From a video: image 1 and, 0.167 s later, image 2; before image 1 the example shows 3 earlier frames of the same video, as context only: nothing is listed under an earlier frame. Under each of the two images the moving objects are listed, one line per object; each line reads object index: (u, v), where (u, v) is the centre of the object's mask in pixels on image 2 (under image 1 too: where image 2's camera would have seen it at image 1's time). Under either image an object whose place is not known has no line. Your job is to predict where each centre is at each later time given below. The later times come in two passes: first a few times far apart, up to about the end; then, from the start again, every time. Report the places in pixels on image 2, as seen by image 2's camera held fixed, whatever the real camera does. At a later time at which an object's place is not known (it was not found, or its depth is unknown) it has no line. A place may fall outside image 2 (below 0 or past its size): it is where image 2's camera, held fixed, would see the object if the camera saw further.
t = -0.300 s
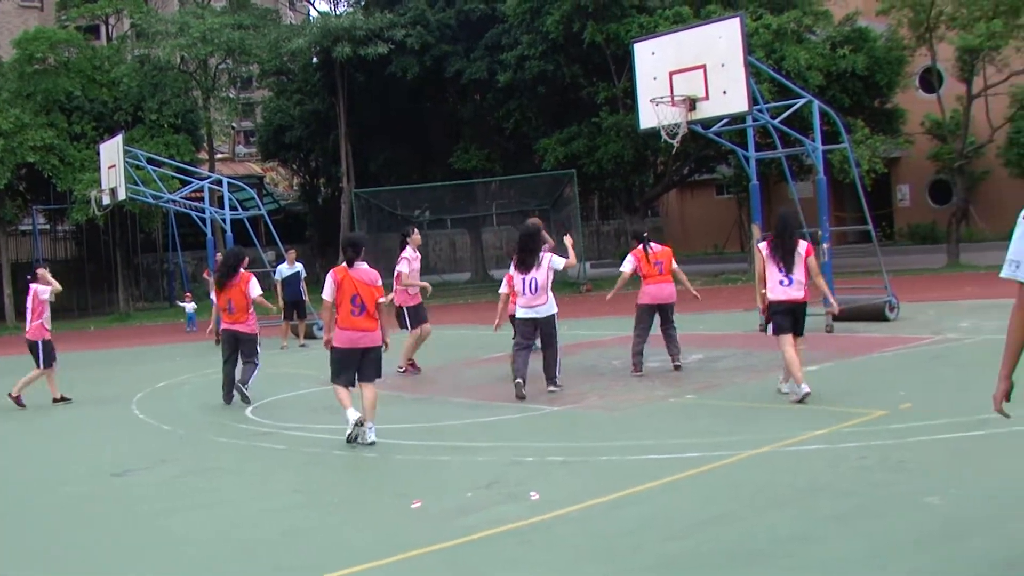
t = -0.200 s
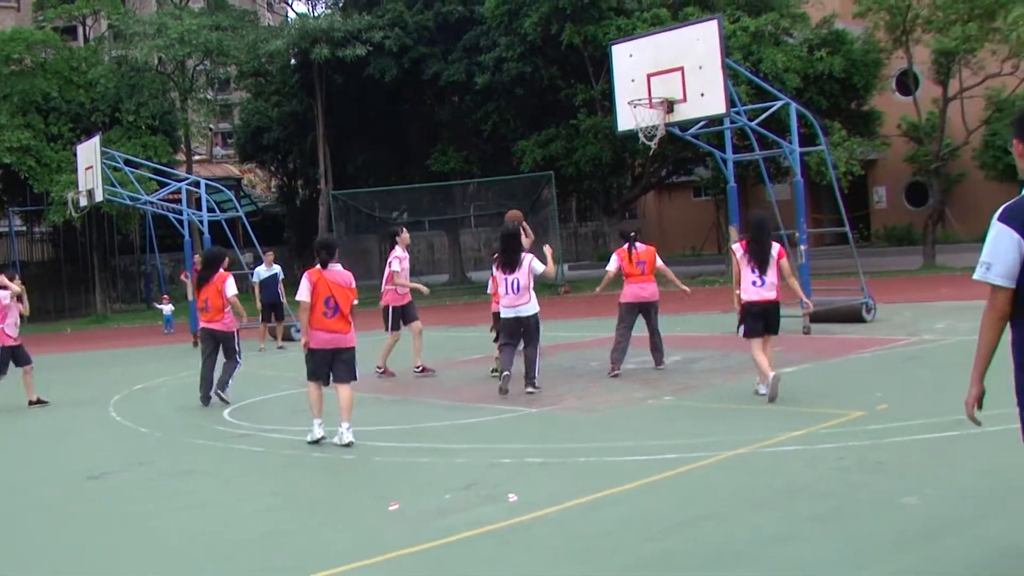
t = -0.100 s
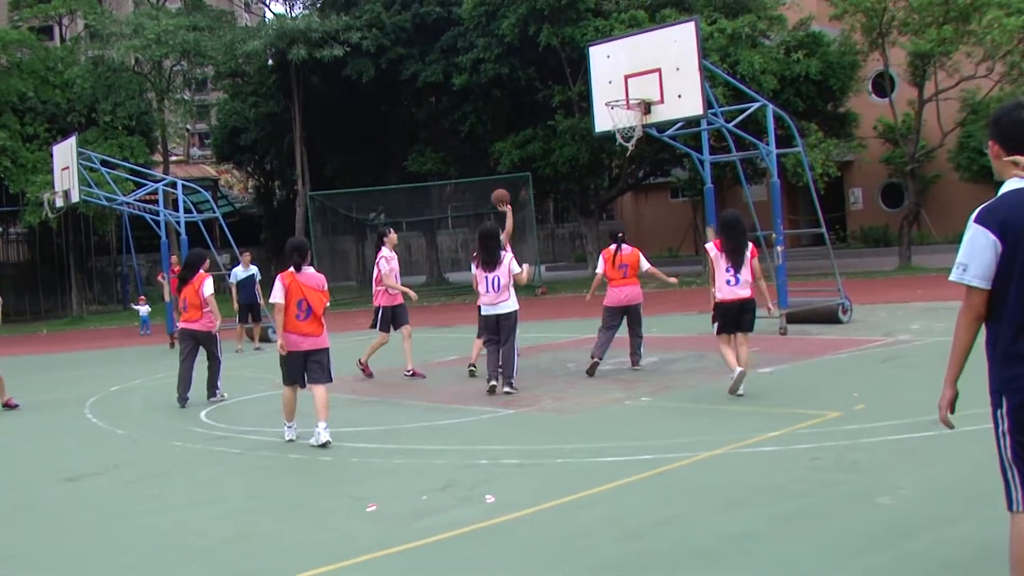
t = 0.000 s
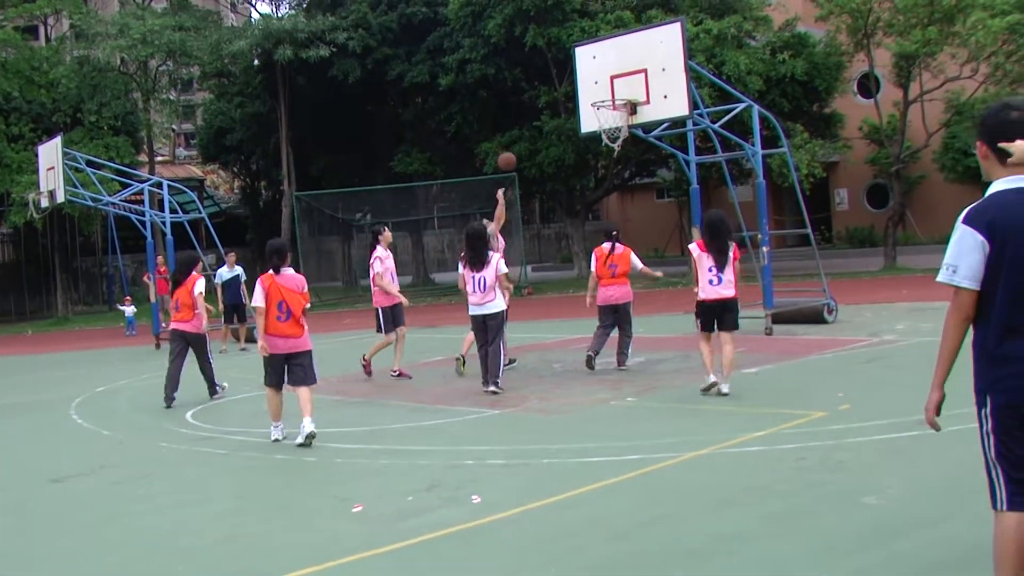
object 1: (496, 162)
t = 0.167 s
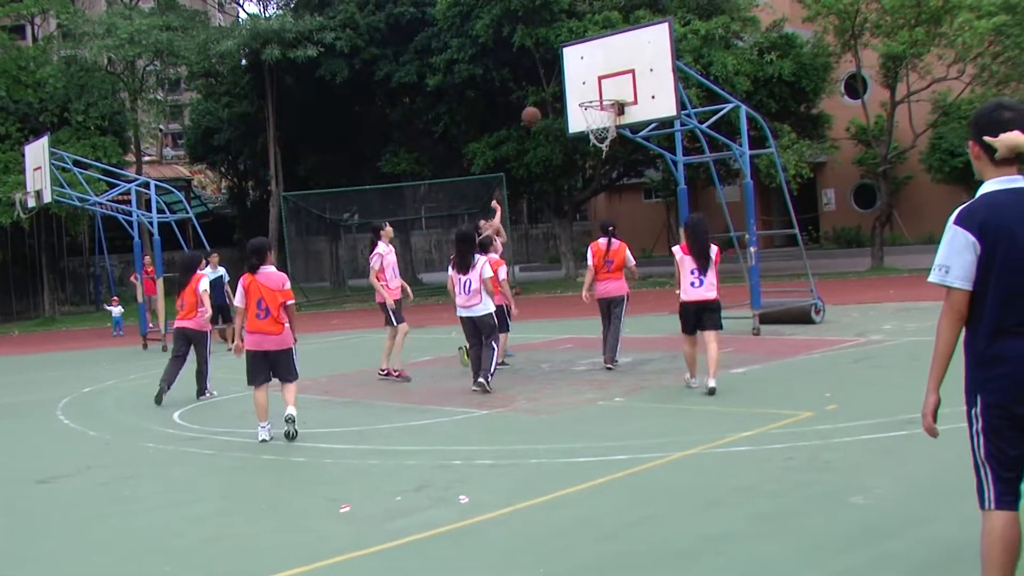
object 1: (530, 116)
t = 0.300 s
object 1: (562, 94)
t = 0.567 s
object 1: (627, 93)
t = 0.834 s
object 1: (651, 147)
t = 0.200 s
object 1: (539, 109)
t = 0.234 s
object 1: (547, 103)
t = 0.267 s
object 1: (554, 98)
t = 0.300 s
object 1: (562, 94)
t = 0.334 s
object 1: (571, 91)
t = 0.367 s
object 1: (579, 88)
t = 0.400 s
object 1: (587, 87)
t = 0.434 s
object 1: (596, 86)
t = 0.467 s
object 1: (604, 86)
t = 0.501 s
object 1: (613, 88)
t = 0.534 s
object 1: (622, 90)
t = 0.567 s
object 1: (627, 93)
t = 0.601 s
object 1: (629, 96)
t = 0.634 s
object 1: (631, 100)
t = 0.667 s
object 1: (635, 106)
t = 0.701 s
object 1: (637, 112)
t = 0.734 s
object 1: (640, 119)
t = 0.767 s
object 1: (644, 128)
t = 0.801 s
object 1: (648, 137)
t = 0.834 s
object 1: (651, 147)
